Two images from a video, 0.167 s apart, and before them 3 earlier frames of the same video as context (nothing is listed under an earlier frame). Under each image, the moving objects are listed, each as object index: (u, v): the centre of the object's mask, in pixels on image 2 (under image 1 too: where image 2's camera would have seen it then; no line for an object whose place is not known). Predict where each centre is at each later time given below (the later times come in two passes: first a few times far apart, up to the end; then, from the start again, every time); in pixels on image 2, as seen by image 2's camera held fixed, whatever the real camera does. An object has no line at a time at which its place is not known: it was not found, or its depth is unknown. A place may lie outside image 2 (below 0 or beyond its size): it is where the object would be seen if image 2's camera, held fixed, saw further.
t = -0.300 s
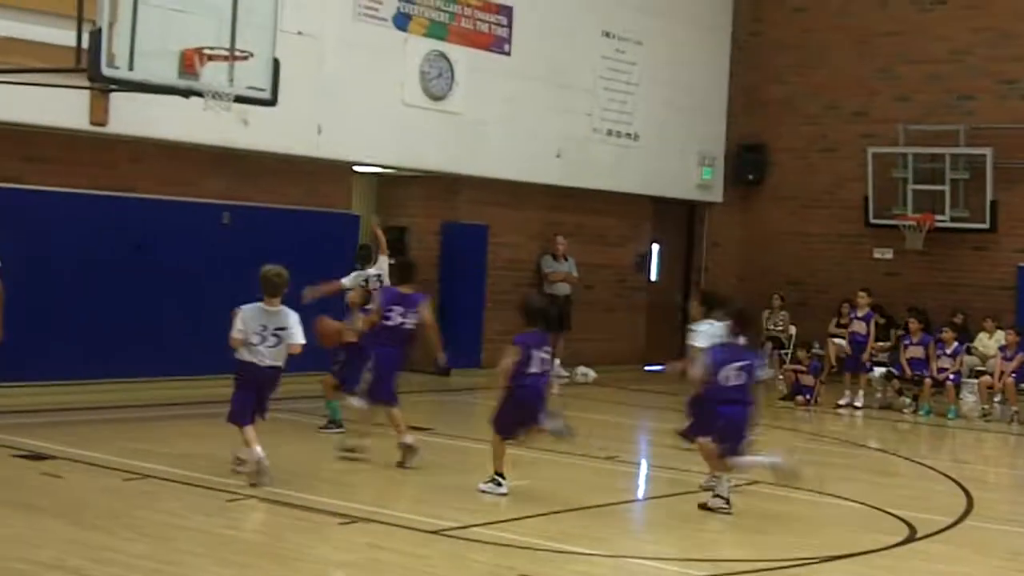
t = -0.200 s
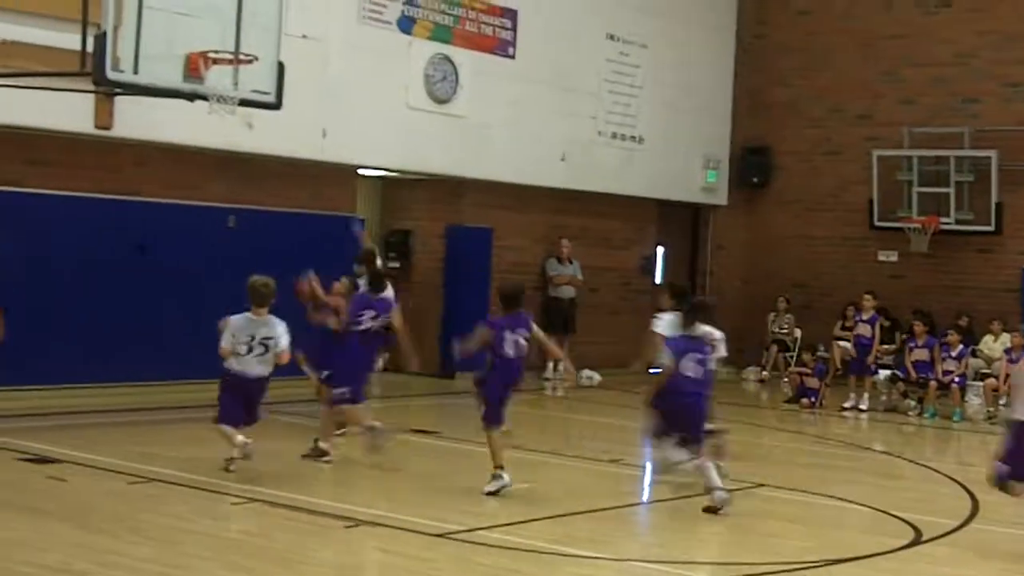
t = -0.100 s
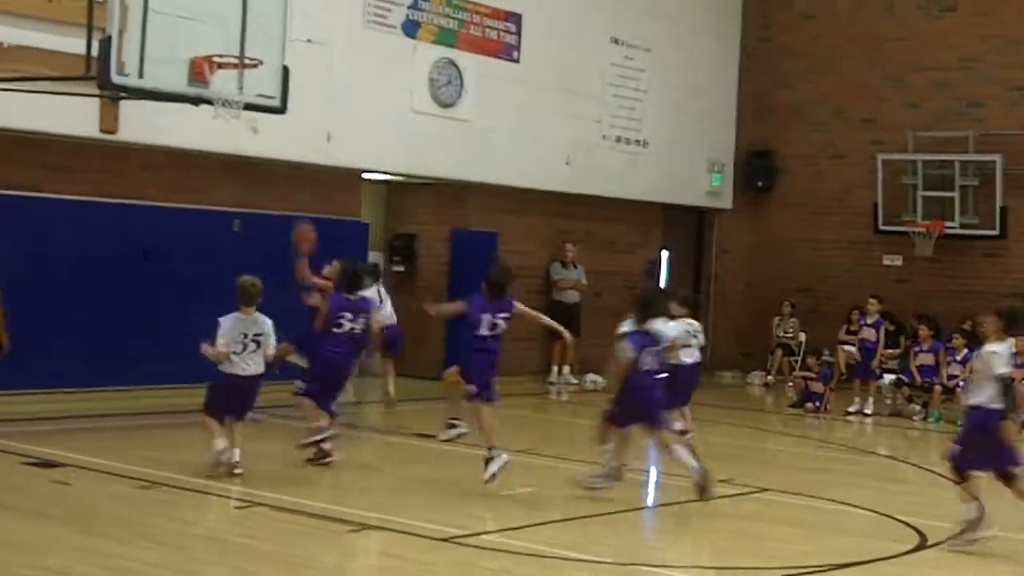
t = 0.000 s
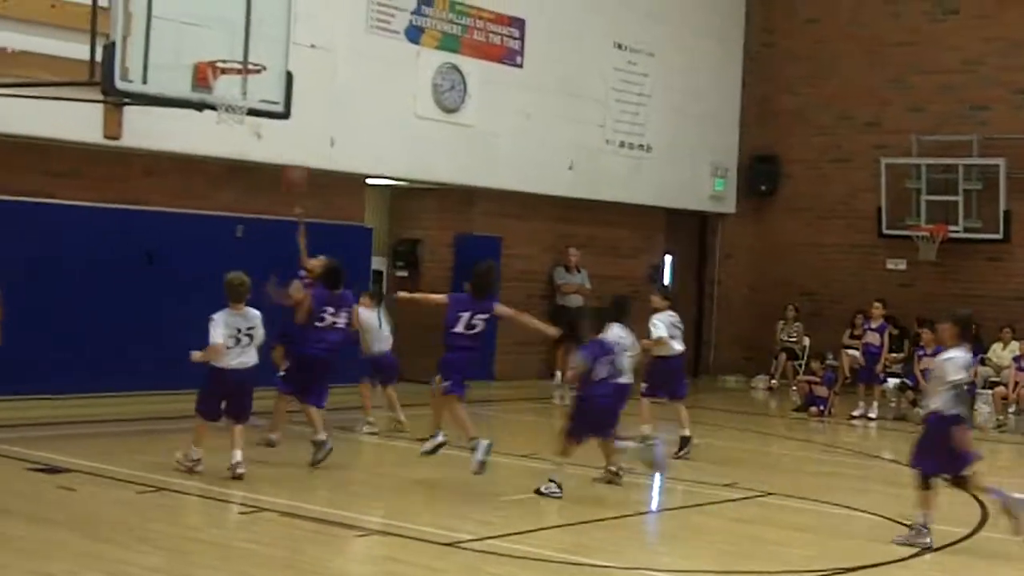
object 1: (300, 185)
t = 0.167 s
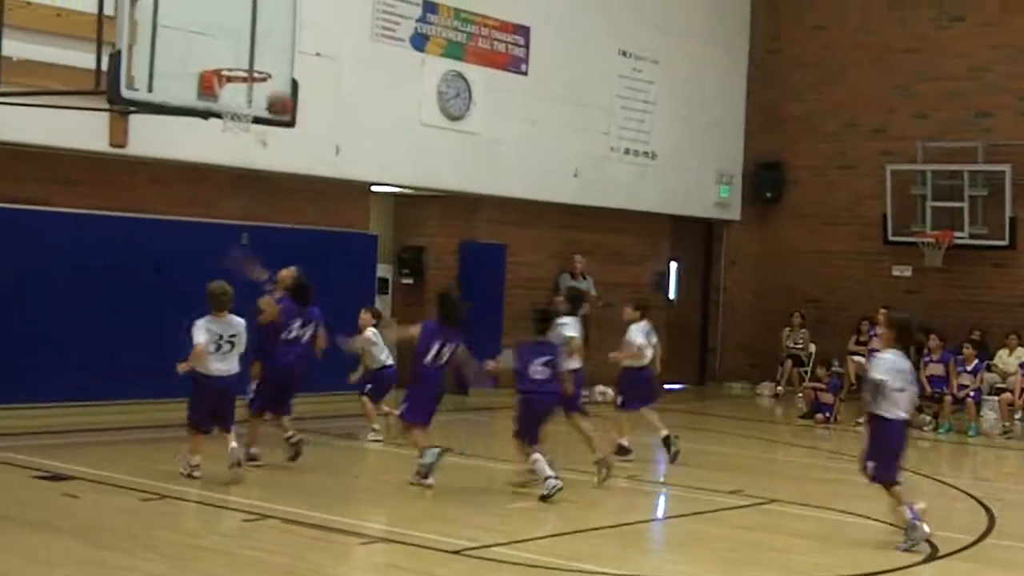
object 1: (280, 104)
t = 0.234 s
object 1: (274, 84)
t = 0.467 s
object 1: (253, 45)
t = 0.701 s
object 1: (246, 80)
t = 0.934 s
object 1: (239, 149)
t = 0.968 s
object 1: (238, 162)
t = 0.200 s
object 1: (276, 93)
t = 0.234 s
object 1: (274, 84)
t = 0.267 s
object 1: (267, 71)
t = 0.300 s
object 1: (262, 63)
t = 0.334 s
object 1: (258, 56)
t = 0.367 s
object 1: (255, 51)
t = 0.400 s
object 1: (254, 48)
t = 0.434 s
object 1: (254, 46)
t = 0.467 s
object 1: (253, 45)
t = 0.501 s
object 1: (252, 46)
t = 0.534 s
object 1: (251, 48)
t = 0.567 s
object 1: (250, 52)
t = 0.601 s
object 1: (250, 56)
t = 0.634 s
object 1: (249, 62)
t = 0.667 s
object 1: (248, 70)
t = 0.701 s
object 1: (246, 80)
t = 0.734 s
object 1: (245, 89)
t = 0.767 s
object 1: (245, 100)
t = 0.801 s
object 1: (243, 110)
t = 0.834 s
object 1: (242, 118)
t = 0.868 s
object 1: (241, 128)
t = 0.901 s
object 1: (239, 138)
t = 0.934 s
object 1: (239, 149)
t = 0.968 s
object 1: (238, 162)
